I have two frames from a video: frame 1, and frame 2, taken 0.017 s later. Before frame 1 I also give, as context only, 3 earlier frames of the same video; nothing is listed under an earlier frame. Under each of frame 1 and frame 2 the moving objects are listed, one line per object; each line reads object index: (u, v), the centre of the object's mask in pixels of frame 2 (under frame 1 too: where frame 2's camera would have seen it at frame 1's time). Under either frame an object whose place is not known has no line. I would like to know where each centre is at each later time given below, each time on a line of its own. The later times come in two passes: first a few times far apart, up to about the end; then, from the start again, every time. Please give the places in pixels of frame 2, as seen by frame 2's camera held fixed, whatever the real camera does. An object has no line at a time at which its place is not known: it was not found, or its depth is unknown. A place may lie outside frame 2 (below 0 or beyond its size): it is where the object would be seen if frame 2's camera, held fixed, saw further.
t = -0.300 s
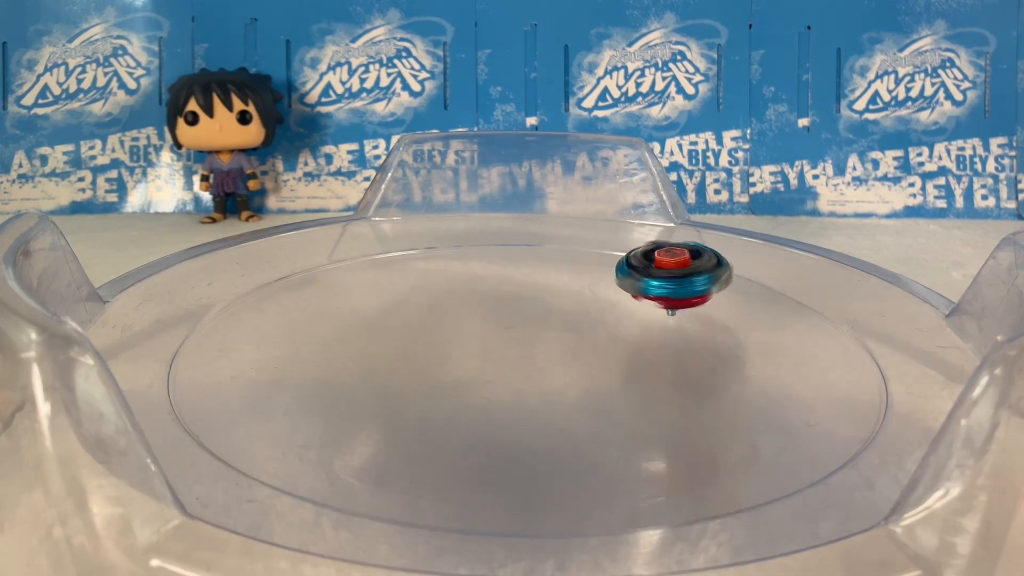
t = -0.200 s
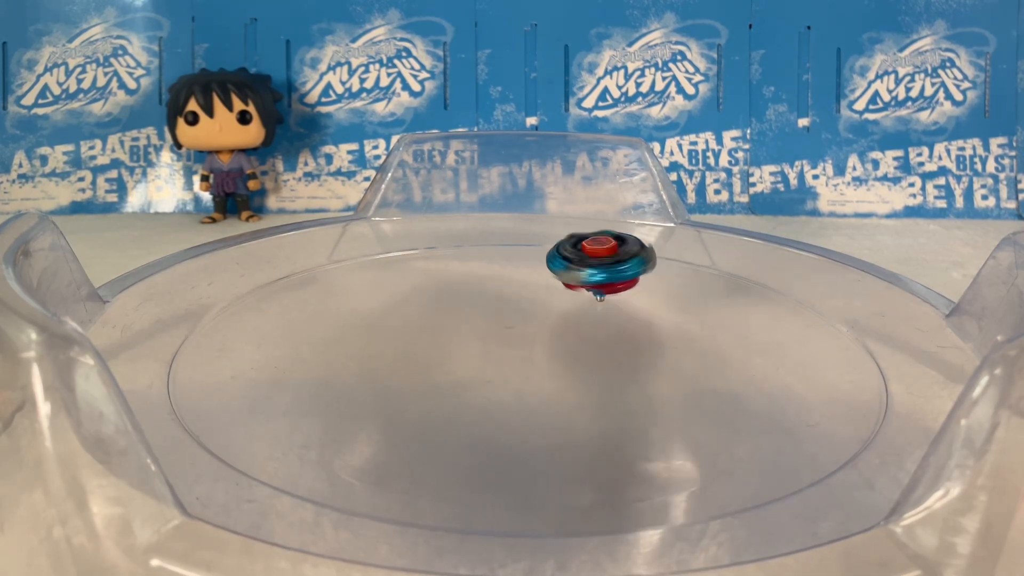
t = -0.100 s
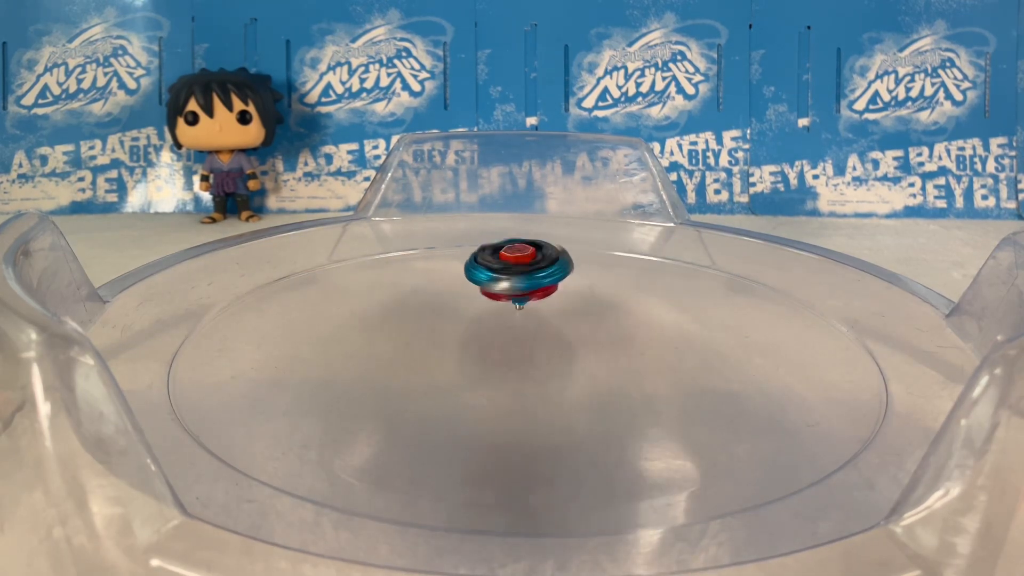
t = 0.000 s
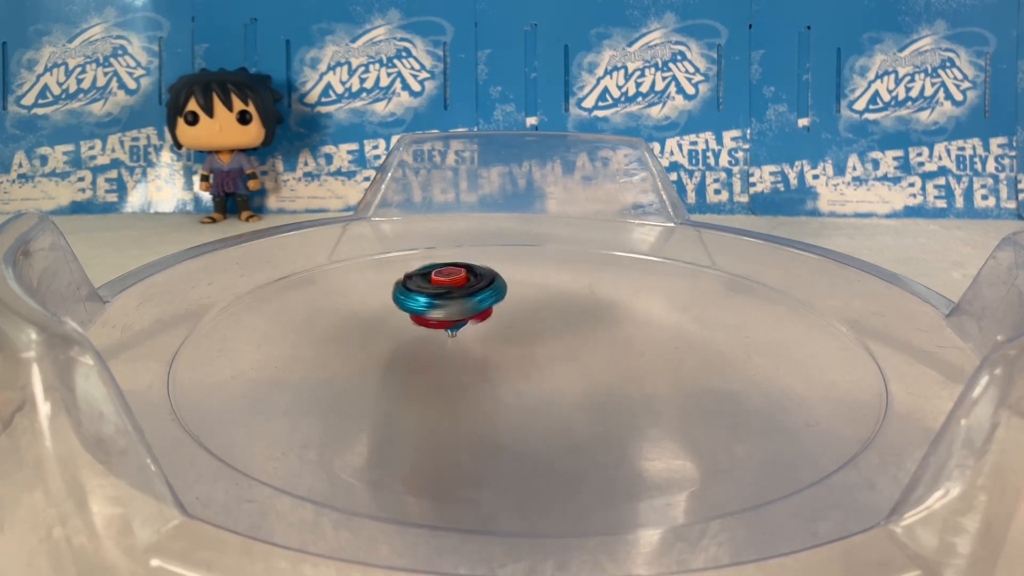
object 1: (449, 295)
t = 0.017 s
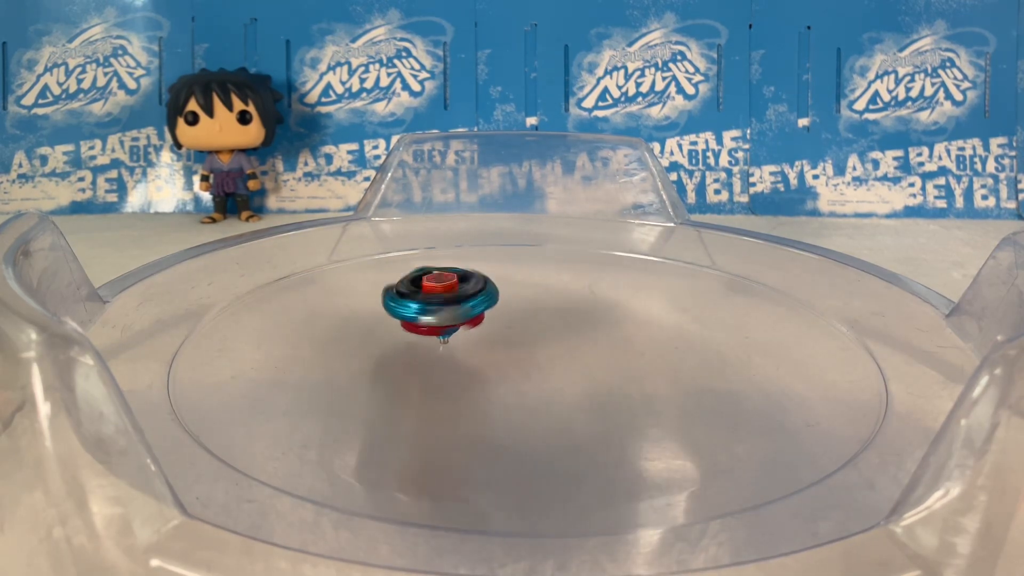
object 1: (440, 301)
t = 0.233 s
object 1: (421, 380)
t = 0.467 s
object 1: (629, 418)
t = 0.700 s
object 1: (740, 347)
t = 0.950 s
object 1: (551, 299)
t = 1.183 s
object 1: (369, 307)
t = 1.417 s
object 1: (315, 371)
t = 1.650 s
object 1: (565, 402)
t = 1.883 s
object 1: (658, 325)
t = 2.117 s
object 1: (554, 263)
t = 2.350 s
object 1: (403, 282)
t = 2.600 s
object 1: (437, 376)
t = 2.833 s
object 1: (667, 389)
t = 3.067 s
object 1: (747, 317)
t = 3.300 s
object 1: (575, 289)
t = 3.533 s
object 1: (404, 325)
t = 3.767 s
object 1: (376, 391)
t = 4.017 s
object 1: (618, 410)
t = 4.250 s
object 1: (645, 330)
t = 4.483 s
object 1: (508, 280)
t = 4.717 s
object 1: (358, 290)
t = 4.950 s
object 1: (400, 371)
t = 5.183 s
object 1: (633, 379)
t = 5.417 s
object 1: (708, 307)
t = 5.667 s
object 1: (561, 274)
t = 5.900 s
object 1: (420, 324)
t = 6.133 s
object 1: (445, 398)
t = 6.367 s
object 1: (661, 407)
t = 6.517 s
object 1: (708, 361)
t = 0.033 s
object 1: (432, 306)
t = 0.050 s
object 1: (424, 312)
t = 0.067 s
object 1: (418, 318)
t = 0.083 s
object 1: (414, 323)
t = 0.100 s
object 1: (409, 330)
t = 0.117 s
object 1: (406, 336)
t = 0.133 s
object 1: (405, 342)
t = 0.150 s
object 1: (404, 348)
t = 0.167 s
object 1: (404, 355)
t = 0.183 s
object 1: (407, 361)
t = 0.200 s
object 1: (410, 367)
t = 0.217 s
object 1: (414, 374)
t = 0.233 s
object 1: (421, 380)
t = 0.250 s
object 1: (428, 385)
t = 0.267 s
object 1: (437, 391)
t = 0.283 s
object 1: (448, 395)
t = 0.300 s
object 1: (459, 399)
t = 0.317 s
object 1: (472, 405)
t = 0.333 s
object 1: (486, 408)
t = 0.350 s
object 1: (501, 412)
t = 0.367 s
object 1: (518, 415)
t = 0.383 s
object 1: (534, 416)
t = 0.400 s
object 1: (552, 418)
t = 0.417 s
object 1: (572, 420)
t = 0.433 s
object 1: (590, 420)
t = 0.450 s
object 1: (609, 419)
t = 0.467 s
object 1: (629, 418)
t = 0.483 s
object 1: (647, 415)
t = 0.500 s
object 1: (665, 412)
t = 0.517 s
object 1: (683, 408)
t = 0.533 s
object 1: (698, 405)
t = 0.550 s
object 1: (712, 400)
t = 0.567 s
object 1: (725, 395)
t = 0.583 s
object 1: (735, 390)
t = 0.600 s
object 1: (743, 384)
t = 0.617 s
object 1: (747, 378)
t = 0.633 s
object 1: (750, 372)
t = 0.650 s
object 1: (750, 366)
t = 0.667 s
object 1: (748, 360)
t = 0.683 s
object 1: (744, 353)
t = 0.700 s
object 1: (740, 347)
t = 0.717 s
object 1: (732, 342)
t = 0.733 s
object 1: (723, 337)
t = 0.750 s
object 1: (714, 332)
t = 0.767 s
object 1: (703, 327)
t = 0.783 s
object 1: (691, 323)
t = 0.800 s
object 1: (679, 319)
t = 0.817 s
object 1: (666, 316)
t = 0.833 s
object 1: (652, 313)
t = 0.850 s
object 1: (638, 310)
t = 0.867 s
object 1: (624, 308)
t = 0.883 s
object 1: (610, 306)
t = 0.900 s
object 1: (595, 304)
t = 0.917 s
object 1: (581, 302)
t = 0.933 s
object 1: (567, 301)
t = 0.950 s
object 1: (551, 299)
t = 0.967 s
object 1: (537, 299)
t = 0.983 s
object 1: (524, 297)
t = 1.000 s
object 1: (510, 297)
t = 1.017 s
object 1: (496, 297)
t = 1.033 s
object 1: (483, 296)
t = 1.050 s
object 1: (469, 297)
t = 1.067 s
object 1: (456, 297)
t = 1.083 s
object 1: (443, 297)
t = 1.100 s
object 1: (430, 299)
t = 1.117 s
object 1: (417, 300)
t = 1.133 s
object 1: (405, 301)
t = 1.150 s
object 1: (393, 303)
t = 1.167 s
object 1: (381, 305)
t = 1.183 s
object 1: (369, 307)
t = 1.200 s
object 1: (358, 310)
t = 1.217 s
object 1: (349, 312)
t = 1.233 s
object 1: (338, 315)
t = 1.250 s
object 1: (330, 319)
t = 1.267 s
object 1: (323, 322)
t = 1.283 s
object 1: (315, 326)
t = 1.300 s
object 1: (309, 332)
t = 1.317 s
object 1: (305, 336)
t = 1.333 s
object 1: (303, 341)
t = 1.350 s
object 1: (301, 347)
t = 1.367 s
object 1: (301, 352)
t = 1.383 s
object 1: (304, 359)
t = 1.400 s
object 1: (308, 366)
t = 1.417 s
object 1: (315, 371)
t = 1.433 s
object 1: (324, 377)
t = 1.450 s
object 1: (337, 383)
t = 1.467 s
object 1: (350, 388)
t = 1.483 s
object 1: (367, 394)
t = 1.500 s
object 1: (385, 397)
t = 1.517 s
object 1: (405, 401)
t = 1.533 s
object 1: (425, 405)
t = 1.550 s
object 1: (446, 407)
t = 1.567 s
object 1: (467, 408)
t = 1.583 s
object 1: (488, 410)
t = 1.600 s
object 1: (508, 409)
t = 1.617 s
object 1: (527, 407)
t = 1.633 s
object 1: (548, 405)
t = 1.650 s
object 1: (565, 402)
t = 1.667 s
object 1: (582, 398)
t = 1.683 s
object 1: (598, 394)
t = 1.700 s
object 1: (612, 390)
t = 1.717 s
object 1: (623, 385)
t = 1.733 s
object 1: (633, 379)
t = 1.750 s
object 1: (640, 373)
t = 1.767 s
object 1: (647, 367)
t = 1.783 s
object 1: (652, 361)
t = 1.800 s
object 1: (656, 354)
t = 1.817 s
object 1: (659, 348)
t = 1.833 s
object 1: (661, 343)
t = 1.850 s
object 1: (661, 337)
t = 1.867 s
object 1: (660, 330)
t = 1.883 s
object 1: (658, 325)
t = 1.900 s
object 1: (655, 319)
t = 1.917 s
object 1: (650, 313)
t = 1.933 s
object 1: (645, 307)
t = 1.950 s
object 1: (640, 301)
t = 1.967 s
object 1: (633, 297)
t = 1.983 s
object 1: (627, 292)
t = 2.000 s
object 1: (620, 287)
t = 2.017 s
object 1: (612, 283)
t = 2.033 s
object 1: (604, 279)
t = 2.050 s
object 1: (595, 275)
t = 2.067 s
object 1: (585, 272)
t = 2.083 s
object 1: (575, 269)
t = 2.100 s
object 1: (564, 266)
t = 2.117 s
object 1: (554, 263)
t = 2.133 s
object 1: (543, 261)
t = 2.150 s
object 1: (532, 260)
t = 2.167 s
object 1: (520, 259)
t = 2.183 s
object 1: (509, 257)
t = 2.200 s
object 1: (497, 258)
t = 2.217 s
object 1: (485, 258)
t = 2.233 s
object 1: (473, 259)
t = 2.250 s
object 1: (461, 260)
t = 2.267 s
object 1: (450, 262)
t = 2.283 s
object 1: (439, 265)
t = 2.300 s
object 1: (429, 269)
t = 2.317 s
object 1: (420, 272)
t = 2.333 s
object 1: (411, 277)
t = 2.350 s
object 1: (403, 282)
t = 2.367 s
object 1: (396, 286)
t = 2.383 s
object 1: (389, 293)
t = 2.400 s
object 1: (384, 298)
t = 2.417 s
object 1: (380, 305)
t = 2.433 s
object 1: (377, 311)
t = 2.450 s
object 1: (378, 318)
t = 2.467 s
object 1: (379, 325)
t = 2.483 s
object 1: (381, 332)
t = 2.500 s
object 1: (385, 338)
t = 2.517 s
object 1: (390, 346)
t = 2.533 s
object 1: (396, 353)
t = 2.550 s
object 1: (404, 359)
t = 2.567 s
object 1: (413, 365)
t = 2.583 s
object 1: (425, 370)
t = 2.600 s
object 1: (437, 376)
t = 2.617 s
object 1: (451, 382)
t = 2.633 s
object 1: (466, 385)
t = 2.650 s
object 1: (481, 388)
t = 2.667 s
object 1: (497, 392)
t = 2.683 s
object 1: (512, 394)
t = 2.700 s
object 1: (529, 396)
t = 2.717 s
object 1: (548, 397)
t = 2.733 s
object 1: (566, 398)
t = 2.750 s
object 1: (584, 399)
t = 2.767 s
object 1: (602, 397)
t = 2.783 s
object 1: (619, 396)
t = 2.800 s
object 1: (636, 395)
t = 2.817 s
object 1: (651, 392)
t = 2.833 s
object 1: (667, 389)
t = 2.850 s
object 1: (683, 386)
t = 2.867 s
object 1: (698, 382)
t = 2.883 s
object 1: (711, 378)
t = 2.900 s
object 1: (722, 373)
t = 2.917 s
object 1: (731, 368)
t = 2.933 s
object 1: (740, 362)
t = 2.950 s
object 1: (746, 357)
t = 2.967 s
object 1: (752, 351)
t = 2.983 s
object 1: (756, 345)
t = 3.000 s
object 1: (758, 339)
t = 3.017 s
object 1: (758, 334)
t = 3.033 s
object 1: (755, 328)
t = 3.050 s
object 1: (751, 322)
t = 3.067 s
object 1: (747, 317)
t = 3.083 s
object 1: (740, 312)
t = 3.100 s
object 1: (732, 308)
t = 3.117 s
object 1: (723, 304)
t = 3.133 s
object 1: (712, 301)
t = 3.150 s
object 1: (700, 298)
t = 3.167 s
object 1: (687, 295)
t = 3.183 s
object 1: (674, 293)
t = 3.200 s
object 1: (662, 291)
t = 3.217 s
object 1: (648, 290)
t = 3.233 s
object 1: (634, 289)
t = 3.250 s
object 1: (619, 288)
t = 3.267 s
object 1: (604, 289)
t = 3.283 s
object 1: (590, 289)
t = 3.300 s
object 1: (575, 289)
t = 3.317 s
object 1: (560, 290)
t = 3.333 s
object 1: (547, 291)
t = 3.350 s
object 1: (533, 293)
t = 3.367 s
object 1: (519, 295)
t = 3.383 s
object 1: (505, 297)
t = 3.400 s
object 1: (492, 300)
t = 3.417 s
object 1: (480, 301)
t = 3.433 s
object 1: (467, 304)
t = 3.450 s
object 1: (456, 307)
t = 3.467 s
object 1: (445, 310)
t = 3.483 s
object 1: (434, 314)
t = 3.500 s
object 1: (424, 317)
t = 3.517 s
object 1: (413, 321)
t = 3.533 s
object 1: (404, 325)
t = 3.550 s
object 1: (396, 328)
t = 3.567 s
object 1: (388, 332)
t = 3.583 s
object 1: (381, 338)
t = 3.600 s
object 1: (375, 341)
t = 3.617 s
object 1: (369, 347)
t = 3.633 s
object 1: (364, 351)
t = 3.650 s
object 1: (361, 356)
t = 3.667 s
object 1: (358, 361)
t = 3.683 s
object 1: (358, 365)
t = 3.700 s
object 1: (359, 371)
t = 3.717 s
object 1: (360, 377)
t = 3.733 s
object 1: (363, 382)
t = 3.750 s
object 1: (367, 387)
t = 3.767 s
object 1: (376, 391)
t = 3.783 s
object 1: (384, 397)
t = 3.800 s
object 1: (395, 402)
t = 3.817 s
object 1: (408, 406)
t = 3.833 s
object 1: (421, 410)
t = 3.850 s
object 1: (438, 414)
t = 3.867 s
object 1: (455, 416)
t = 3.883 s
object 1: (474, 419)
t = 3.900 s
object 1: (493, 420)
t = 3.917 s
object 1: (512, 422)
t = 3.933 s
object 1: (532, 422)
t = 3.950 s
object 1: (550, 421)
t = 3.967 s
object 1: (570, 418)
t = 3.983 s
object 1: (588, 416)
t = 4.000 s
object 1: (604, 413)
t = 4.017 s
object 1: (618, 410)
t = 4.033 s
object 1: (630, 405)
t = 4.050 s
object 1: (641, 400)
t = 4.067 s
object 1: (651, 394)
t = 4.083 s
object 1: (659, 390)
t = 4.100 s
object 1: (664, 384)
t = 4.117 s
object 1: (666, 378)
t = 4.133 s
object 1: (668, 372)
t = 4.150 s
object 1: (669, 365)
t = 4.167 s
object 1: (669, 359)
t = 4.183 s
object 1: (666, 354)
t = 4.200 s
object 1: (662, 348)
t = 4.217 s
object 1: (656, 342)
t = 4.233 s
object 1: (652, 335)
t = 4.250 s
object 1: (645, 330)
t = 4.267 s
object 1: (638, 326)
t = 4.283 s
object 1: (630, 320)
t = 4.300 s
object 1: (621, 316)
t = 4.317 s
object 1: (613, 311)
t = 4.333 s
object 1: (603, 307)
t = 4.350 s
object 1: (594, 303)
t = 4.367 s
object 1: (584, 299)
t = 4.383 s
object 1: (574, 296)
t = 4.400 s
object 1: (563, 292)
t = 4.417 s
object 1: (552, 290)
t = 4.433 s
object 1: (541, 286)
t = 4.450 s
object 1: (531, 284)
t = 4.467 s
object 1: (520, 282)
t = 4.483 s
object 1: (508, 280)
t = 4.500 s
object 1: (496, 278)
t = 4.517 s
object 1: (484, 276)
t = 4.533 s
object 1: (474, 275)
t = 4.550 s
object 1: (462, 274)
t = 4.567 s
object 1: (451, 274)
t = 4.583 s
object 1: (438, 274)
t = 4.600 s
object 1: (426, 275)
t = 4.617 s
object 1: (416, 275)
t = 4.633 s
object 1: (405, 276)
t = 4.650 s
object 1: (394, 278)
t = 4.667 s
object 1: (384, 280)
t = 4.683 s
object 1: (373, 283)
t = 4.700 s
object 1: (365, 286)
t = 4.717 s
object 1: (358, 290)
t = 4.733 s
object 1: (351, 295)
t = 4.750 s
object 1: (345, 299)
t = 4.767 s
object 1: (340, 305)
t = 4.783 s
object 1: (337, 310)
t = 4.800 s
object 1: (336, 316)
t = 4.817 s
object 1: (337, 323)
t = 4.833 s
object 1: (339, 329)
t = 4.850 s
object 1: (341, 336)
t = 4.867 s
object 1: (347, 342)
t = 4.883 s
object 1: (355, 349)
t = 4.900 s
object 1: (364, 355)
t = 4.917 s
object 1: (375, 361)
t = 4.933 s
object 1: (386, 367)
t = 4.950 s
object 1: (400, 371)
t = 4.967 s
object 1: (415, 377)
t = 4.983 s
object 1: (431, 381)
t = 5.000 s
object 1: (448, 384)
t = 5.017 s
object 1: (465, 387)
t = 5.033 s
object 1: (482, 389)
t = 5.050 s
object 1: (501, 391)
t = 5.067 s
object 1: (520, 392)
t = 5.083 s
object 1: (538, 391)
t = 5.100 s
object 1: (554, 390)
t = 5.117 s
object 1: (572, 389)
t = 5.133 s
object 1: (589, 388)
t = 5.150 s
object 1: (605, 386)
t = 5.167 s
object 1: (620, 382)
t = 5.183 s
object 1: (633, 379)
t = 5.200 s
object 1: (647, 375)
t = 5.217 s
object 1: (659, 371)
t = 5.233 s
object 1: (670, 367)
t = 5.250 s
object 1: (680, 362)
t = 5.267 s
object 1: (687, 356)
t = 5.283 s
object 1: (696, 351)
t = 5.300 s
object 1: (702, 346)
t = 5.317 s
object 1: (707, 340)
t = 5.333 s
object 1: (710, 335)
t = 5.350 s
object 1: (711, 329)
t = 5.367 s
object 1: (713, 323)
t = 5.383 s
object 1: (714, 318)
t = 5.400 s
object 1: (712, 313)
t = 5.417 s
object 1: (708, 307)
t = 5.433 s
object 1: (704, 302)
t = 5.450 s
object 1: (700, 297)
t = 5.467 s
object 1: (694, 293)
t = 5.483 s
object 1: (686, 289)
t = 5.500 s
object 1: (676, 286)
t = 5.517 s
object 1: (667, 282)
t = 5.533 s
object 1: (658, 279)
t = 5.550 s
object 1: (647, 277)
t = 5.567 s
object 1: (636, 275)
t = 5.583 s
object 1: (623, 274)
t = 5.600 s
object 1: (611, 273)
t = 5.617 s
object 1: (600, 272)
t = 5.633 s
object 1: (587, 272)
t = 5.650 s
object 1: (574, 273)
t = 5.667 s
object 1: (561, 274)
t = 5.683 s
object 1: (548, 275)
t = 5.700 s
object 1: (536, 277)
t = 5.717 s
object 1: (523, 280)
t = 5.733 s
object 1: (511, 282)
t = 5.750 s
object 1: (500, 285)
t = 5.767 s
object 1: (488, 288)
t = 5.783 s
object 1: (478, 292)
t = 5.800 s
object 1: (467, 296)
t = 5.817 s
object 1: (458, 300)
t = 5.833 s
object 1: (449, 304)
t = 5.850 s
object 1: (441, 310)
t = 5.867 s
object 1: (433, 314)
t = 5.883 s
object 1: (425, 319)
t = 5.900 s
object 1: (420, 324)
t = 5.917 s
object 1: (416, 329)
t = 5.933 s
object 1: (412, 336)
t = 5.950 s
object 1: (408, 340)
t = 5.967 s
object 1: (405, 347)
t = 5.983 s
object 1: (404, 351)
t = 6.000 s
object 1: (405, 357)
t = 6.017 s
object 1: (405, 364)
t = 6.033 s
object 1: (406, 369)
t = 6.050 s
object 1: (409, 374)
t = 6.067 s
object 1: (415, 378)
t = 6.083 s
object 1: (421, 384)
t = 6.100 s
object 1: (427, 390)
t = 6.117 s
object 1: (435, 393)
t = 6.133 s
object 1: (445, 398)
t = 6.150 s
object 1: (457, 401)
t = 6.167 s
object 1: (468, 406)
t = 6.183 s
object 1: (481, 409)
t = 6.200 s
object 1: (496, 412)
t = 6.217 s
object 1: (512, 415)
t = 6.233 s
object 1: (528, 417)
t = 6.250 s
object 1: (544, 418)
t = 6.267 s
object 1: (563, 418)
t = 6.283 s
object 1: (581, 418)
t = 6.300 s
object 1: (599, 418)
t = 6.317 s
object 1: (614, 417)
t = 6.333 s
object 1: (632, 414)
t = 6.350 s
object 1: (648, 411)
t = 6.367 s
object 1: (661, 407)
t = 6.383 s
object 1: (674, 404)
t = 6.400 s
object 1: (685, 399)
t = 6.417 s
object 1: (695, 395)
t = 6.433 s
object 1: (702, 389)
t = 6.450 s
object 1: (706, 383)
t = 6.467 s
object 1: (710, 377)
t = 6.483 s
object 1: (712, 372)
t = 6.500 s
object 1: (712, 367)
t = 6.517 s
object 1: (708, 361)
